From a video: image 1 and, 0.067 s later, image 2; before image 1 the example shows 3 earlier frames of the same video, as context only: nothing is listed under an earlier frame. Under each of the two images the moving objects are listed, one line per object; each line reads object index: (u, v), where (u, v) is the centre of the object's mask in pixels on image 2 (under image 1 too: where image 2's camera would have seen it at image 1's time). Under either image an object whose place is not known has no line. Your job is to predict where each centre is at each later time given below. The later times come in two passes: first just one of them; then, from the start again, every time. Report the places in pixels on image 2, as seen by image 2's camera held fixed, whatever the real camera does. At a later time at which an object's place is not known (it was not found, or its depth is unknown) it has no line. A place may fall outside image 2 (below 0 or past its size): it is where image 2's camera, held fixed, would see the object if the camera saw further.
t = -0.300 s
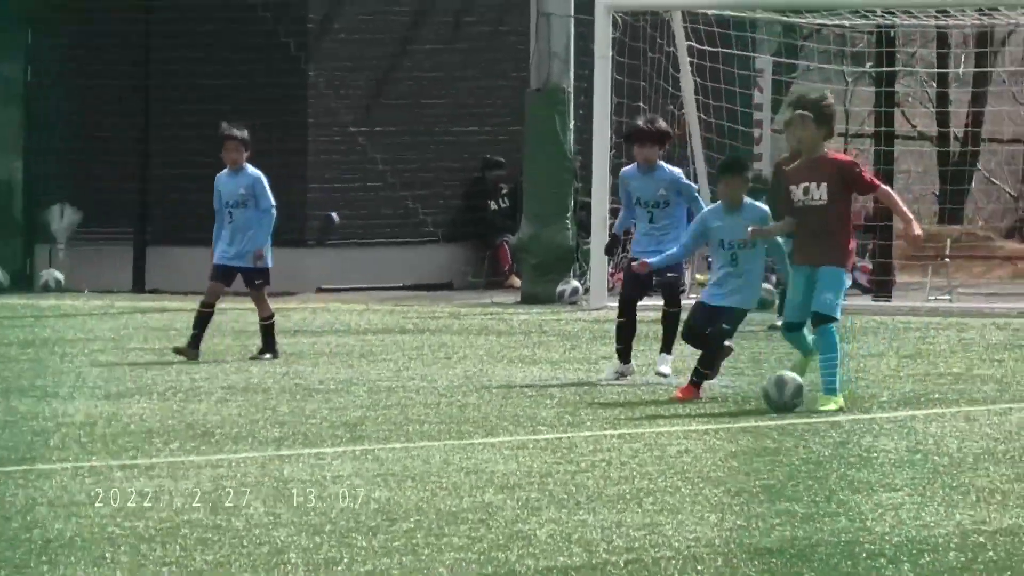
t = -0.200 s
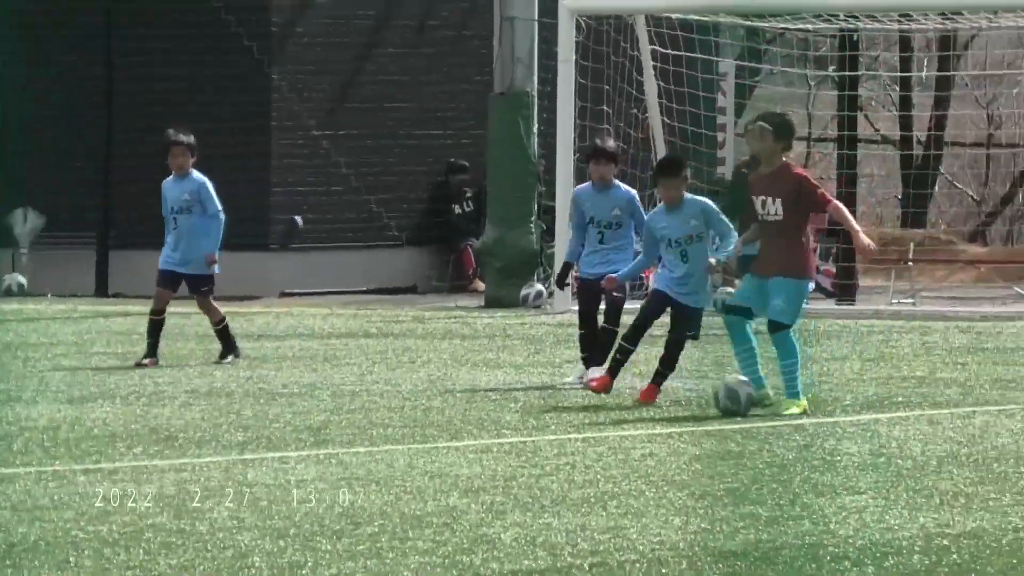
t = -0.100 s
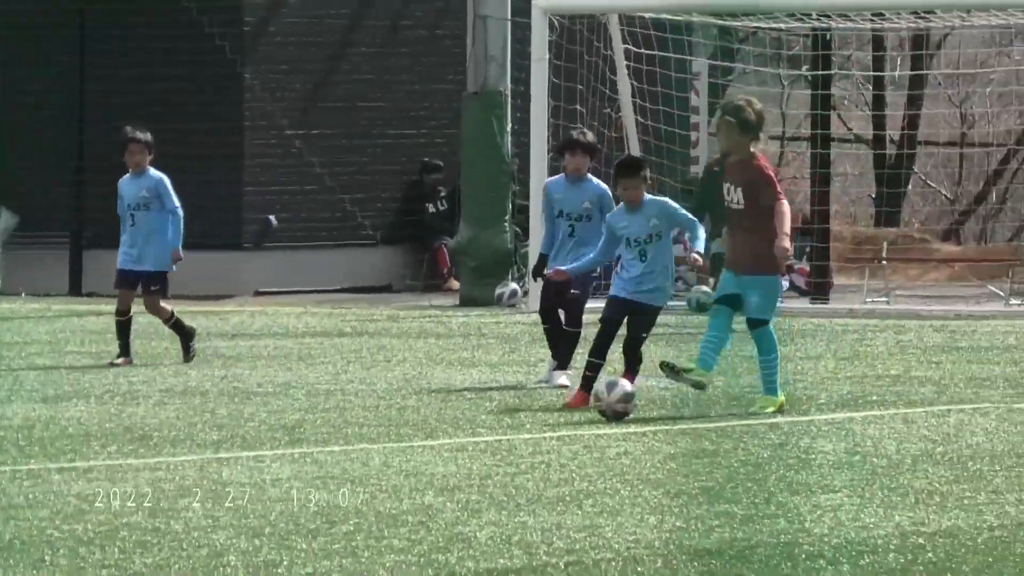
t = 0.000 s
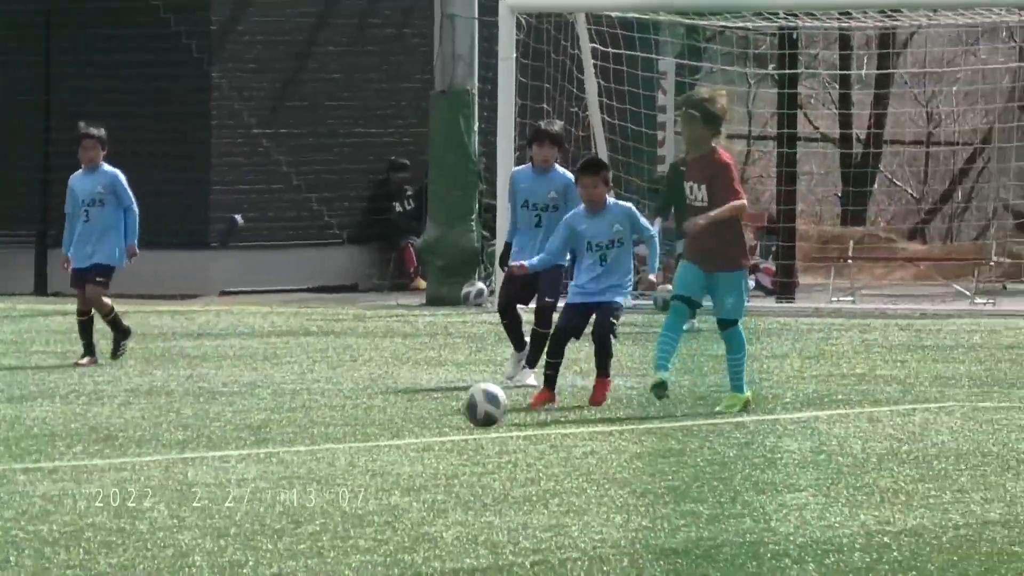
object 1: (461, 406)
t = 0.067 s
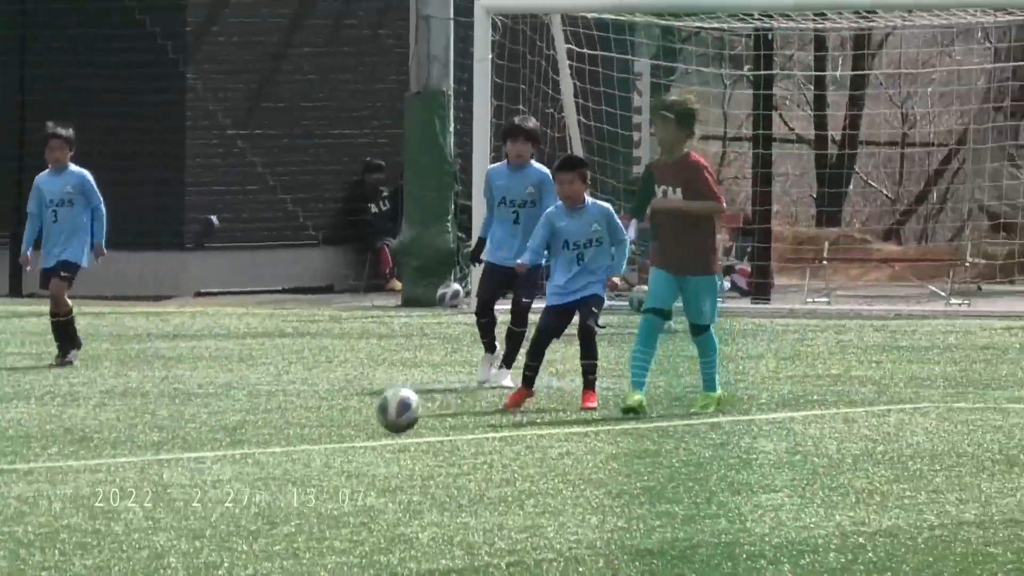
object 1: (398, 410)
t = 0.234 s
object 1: (254, 424)
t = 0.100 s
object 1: (368, 416)
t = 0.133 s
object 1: (338, 418)
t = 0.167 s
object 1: (310, 419)
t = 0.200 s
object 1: (282, 422)
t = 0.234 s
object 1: (254, 424)
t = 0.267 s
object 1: (228, 424)
